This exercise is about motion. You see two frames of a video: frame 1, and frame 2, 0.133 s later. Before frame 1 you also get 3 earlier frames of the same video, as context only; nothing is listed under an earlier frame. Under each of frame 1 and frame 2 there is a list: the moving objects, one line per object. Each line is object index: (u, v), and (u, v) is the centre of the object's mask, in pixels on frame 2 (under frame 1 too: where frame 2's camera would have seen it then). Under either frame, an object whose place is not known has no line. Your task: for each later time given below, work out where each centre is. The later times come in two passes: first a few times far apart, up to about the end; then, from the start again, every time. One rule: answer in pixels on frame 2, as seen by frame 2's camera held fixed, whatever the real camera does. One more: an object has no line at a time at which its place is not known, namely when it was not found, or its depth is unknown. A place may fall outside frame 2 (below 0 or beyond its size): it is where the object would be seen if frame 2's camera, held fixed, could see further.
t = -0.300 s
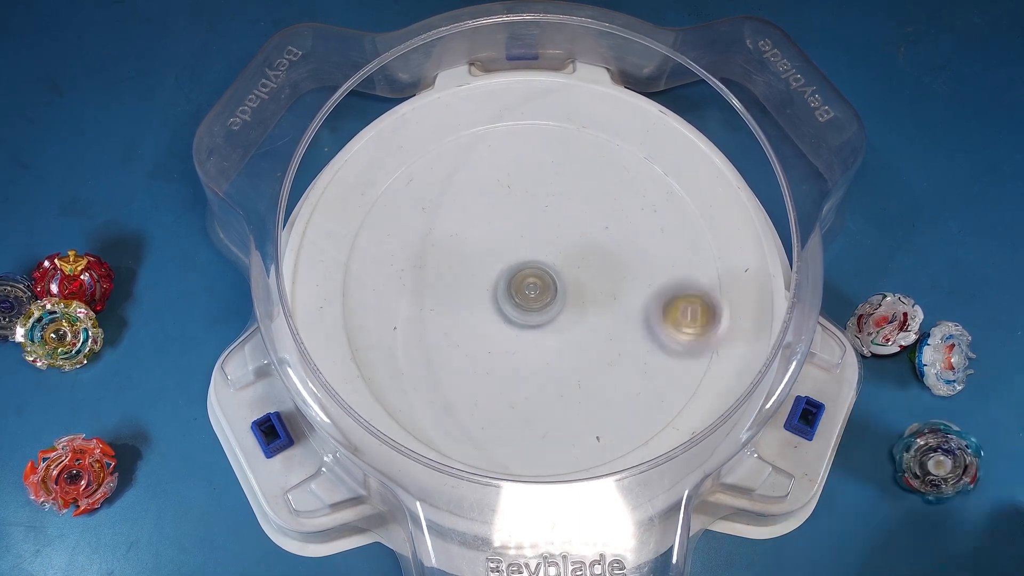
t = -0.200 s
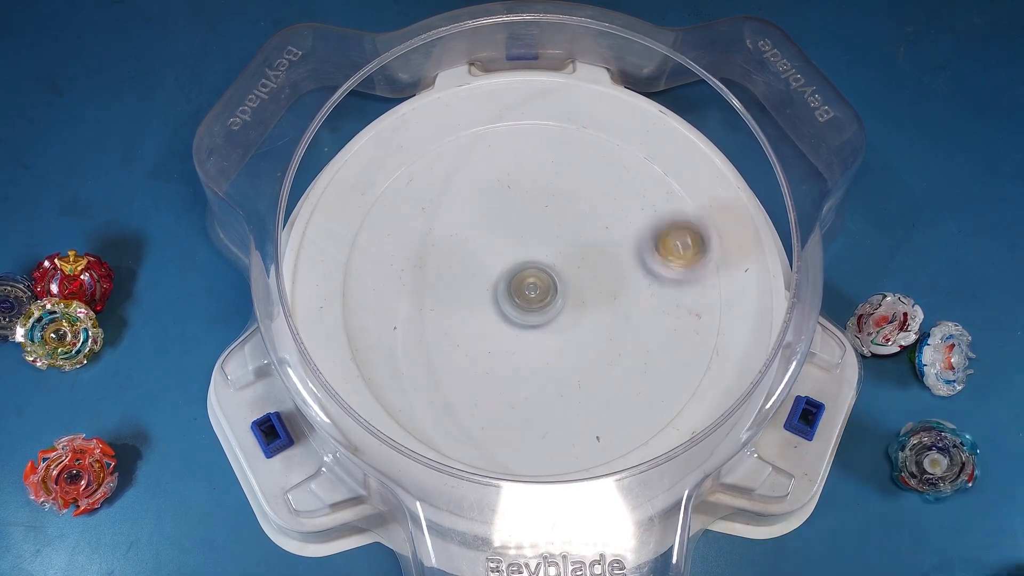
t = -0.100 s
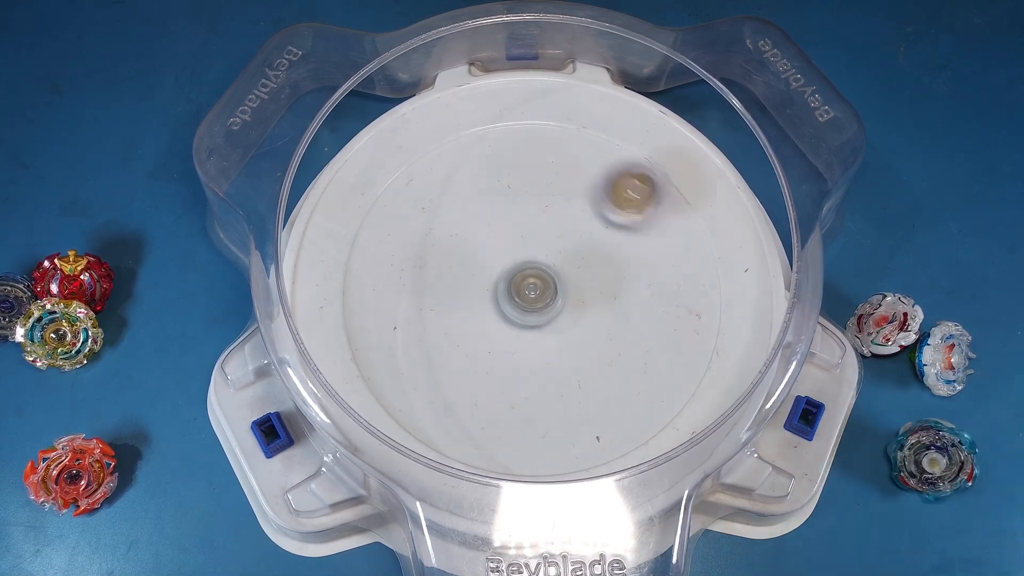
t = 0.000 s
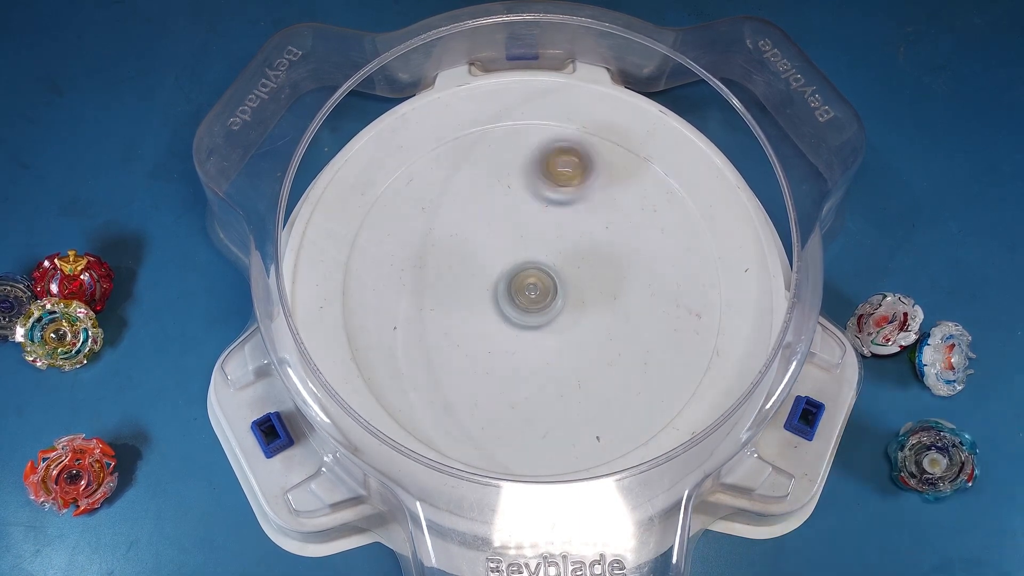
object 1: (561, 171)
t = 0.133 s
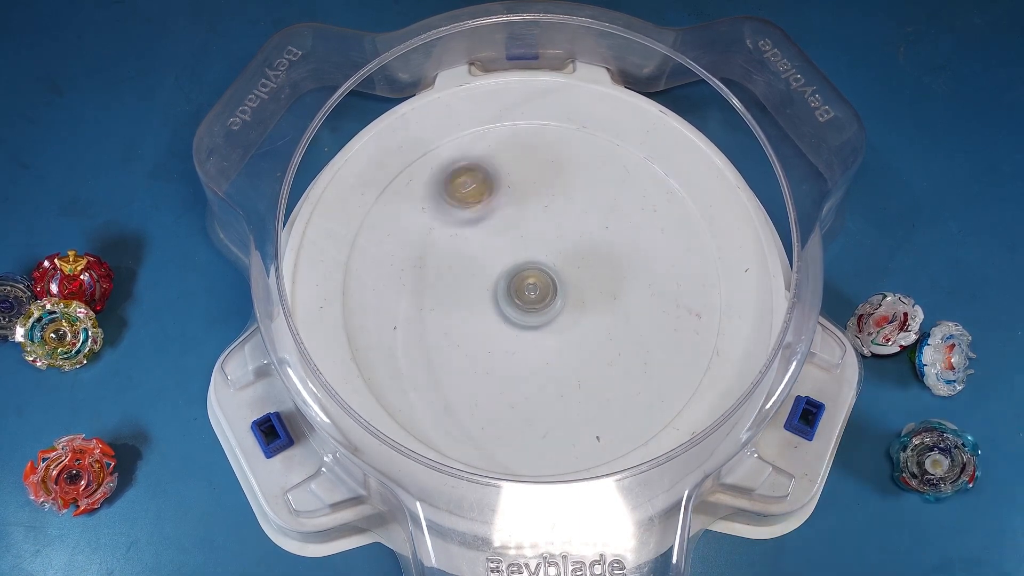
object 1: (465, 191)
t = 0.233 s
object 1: (412, 237)
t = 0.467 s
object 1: (423, 391)
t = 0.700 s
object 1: (594, 411)
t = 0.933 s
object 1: (649, 269)
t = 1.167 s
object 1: (540, 170)
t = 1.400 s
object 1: (397, 239)
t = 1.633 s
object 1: (454, 381)
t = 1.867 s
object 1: (616, 379)
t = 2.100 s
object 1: (661, 249)
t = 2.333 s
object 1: (540, 177)
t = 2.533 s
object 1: (432, 238)
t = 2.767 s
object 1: (438, 374)
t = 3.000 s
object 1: (584, 406)
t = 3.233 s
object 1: (643, 284)
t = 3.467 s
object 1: (546, 189)
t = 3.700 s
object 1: (421, 226)
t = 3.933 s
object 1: (434, 353)
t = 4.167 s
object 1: (578, 382)
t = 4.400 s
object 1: (651, 278)
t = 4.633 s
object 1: (565, 191)
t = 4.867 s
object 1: (447, 238)
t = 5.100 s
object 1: (444, 360)
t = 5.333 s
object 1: (572, 395)
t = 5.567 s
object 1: (630, 290)
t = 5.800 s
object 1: (551, 203)
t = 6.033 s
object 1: (437, 227)
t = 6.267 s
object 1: (442, 342)
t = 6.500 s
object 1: (569, 374)
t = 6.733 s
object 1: (638, 285)
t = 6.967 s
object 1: (548, 204)
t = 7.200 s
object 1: (448, 254)
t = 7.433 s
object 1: (459, 362)
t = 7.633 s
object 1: (557, 385)
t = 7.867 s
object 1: (617, 294)
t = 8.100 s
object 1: (556, 210)
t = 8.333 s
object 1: (454, 227)
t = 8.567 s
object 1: (452, 330)
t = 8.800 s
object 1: (560, 369)
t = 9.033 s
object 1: (627, 295)
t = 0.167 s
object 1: (445, 204)
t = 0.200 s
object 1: (428, 218)
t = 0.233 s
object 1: (412, 237)
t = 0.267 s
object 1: (401, 259)
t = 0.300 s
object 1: (393, 280)
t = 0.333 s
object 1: (389, 304)
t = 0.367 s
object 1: (389, 326)
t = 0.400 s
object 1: (397, 350)
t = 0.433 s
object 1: (409, 371)
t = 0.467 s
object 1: (423, 391)
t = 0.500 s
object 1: (445, 408)
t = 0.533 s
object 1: (467, 420)
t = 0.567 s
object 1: (493, 428)
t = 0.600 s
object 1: (520, 432)
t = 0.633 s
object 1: (547, 430)
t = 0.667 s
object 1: (572, 423)
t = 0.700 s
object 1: (594, 411)
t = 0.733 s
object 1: (614, 396)
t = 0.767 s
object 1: (632, 379)
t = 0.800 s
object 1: (644, 358)
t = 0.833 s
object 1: (651, 337)
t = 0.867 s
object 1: (655, 314)
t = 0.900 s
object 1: (654, 292)
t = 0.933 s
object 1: (649, 269)
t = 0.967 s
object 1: (642, 249)
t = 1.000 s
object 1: (630, 229)
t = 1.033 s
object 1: (615, 213)
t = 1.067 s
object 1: (598, 198)
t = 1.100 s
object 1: (581, 185)
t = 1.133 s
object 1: (561, 176)
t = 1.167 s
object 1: (540, 170)
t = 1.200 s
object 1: (519, 167)
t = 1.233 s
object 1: (475, 171)
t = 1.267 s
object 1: (454, 178)
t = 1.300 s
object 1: (436, 188)
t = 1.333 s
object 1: (419, 203)
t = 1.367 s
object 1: (405, 221)
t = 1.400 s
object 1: (397, 239)
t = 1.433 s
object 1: (390, 262)
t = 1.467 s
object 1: (389, 283)
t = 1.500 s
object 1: (394, 307)
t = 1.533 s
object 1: (403, 329)
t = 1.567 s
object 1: (418, 349)
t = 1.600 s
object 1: (434, 366)
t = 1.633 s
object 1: (454, 381)
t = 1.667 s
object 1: (477, 390)
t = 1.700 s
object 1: (501, 400)
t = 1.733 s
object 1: (526, 403)
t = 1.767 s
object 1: (551, 402)
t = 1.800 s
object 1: (574, 397)
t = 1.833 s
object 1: (596, 390)
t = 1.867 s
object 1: (616, 379)
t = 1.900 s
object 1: (634, 364)
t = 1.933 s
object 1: (648, 347)
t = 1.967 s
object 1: (658, 328)
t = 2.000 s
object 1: (664, 309)
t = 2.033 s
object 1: (668, 289)
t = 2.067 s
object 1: (666, 269)
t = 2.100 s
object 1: (661, 249)
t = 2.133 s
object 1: (652, 229)
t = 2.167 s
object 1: (636, 214)
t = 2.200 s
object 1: (623, 201)
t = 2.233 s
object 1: (603, 190)
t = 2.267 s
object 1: (581, 183)
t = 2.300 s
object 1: (561, 178)
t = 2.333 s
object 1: (540, 177)
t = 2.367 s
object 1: (518, 180)
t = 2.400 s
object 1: (498, 185)
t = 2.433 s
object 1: (477, 195)
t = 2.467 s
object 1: (460, 207)
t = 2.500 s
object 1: (444, 222)
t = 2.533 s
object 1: (432, 238)
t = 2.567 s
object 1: (422, 256)
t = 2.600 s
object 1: (413, 276)
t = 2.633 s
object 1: (409, 297)
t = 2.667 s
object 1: (411, 317)
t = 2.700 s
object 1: (416, 338)
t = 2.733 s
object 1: (425, 357)
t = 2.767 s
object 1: (438, 374)
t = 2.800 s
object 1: (453, 390)
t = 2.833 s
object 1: (472, 404)
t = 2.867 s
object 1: (494, 412)
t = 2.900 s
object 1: (516, 417)
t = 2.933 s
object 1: (539, 418)
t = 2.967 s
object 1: (561, 414)
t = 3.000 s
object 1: (584, 406)
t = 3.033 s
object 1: (602, 394)
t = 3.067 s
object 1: (619, 379)
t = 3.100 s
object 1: (630, 362)
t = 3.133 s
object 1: (639, 344)
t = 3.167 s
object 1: (645, 324)
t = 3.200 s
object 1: (645, 304)
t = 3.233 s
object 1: (643, 284)
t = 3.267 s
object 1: (636, 264)
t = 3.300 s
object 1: (626, 248)
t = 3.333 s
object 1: (614, 232)
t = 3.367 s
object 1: (598, 217)
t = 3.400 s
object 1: (586, 204)
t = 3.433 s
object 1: (565, 196)
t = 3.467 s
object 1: (546, 189)
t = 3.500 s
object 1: (527, 185)
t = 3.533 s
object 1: (508, 184)
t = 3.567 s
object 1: (488, 186)
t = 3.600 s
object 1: (468, 191)
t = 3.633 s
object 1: (451, 200)
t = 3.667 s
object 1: (436, 211)
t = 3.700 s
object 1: (421, 226)
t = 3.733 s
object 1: (412, 240)
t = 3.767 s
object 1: (405, 258)
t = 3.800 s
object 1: (402, 278)
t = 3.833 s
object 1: (403, 299)
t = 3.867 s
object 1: (410, 318)
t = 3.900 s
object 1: (421, 337)
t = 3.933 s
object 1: (434, 353)
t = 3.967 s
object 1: (449, 365)
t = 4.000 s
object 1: (470, 377)
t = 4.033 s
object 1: (491, 385)
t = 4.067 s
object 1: (514, 389)
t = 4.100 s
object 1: (535, 390)
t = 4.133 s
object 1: (557, 387)
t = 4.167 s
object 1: (578, 382)
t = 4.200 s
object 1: (597, 373)
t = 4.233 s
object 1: (613, 361)
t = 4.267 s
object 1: (626, 346)
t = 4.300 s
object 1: (638, 331)
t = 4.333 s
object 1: (645, 313)
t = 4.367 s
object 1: (650, 296)
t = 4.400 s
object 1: (651, 278)
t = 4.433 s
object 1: (647, 259)
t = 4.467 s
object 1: (641, 242)
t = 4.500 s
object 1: (630, 226)
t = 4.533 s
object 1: (618, 214)
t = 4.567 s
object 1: (600, 203)
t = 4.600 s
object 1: (583, 195)
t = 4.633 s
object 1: (565, 191)
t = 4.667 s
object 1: (547, 188)
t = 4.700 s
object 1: (528, 190)
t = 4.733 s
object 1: (507, 194)
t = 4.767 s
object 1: (489, 202)
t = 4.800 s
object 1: (473, 211)
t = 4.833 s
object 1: (457, 224)
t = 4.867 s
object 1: (447, 238)
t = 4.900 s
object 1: (437, 254)
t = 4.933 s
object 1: (431, 271)
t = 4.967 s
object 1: (427, 289)
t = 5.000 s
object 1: (427, 307)
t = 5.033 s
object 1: (429, 327)
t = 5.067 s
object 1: (435, 345)
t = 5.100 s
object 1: (444, 360)
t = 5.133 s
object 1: (459, 375)
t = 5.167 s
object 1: (474, 387)
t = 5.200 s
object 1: (494, 396)
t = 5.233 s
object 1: (513, 401)
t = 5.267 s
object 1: (534, 403)
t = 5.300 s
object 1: (553, 401)
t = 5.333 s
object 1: (572, 395)
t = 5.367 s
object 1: (590, 386)
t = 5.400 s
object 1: (606, 373)
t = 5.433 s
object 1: (617, 359)
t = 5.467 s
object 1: (625, 344)
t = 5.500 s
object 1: (630, 325)
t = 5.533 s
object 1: (631, 307)
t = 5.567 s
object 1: (630, 290)
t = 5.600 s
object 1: (626, 273)
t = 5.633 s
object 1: (619, 257)
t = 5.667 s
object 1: (609, 243)
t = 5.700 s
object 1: (597, 230)
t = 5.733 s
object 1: (583, 219)
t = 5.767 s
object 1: (567, 210)
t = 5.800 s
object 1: (551, 203)
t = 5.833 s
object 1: (534, 198)
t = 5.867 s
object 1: (515, 195)
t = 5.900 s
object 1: (499, 196)
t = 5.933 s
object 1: (482, 199)
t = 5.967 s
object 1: (465, 206)
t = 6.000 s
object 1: (450, 216)
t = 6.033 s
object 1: (437, 227)
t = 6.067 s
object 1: (427, 242)
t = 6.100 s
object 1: (421, 257)
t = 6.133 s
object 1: (418, 275)
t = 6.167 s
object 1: (419, 292)
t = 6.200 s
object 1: (423, 310)
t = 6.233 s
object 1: (431, 326)
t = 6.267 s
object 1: (442, 342)
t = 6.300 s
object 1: (456, 355)
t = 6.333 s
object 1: (472, 364)
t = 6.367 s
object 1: (490, 373)
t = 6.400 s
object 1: (511, 377)
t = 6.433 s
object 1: (530, 379)
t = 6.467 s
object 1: (549, 378)
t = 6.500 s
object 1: (569, 374)
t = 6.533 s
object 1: (585, 367)
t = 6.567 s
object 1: (600, 358)
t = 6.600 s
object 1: (613, 347)
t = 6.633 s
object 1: (624, 332)
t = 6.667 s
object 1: (633, 316)
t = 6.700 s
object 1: (637, 301)
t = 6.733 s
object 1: (638, 285)
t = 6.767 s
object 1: (637, 268)
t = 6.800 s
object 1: (624, 239)
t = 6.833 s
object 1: (613, 228)
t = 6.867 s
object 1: (598, 217)
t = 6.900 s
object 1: (582, 210)
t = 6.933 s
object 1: (568, 205)
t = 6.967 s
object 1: (548, 204)
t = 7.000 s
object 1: (531, 204)
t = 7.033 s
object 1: (516, 207)
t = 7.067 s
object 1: (500, 211)
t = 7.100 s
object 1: (483, 219)
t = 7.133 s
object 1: (469, 230)
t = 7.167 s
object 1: (458, 242)
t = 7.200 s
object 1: (448, 254)
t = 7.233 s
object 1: (441, 269)
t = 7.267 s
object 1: (436, 284)
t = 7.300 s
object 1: (435, 300)
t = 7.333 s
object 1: (436, 317)
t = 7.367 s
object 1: (440, 333)
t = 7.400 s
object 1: (445, 347)
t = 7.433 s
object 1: (459, 362)
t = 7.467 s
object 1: (472, 373)
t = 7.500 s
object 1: (488, 382)
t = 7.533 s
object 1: (505, 389)
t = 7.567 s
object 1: (523, 391)
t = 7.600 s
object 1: (540, 389)
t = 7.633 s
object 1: (557, 385)
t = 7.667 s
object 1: (574, 378)
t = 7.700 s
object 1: (588, 367)
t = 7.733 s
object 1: (600, 356)
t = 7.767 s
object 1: (609, 341)
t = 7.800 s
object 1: (615, 325)
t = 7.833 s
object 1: (618, 310)
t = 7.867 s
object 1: (617, 294)
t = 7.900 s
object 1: (615, 278)
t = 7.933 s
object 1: (609, 263)
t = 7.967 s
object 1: (603, 250)
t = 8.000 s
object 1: (595, 237)
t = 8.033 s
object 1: (582, 226)
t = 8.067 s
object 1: (570, 217)
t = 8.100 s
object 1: (556, 210)
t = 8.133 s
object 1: (541, 206)
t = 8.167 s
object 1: (525, 203)
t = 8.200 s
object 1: (509, 203)
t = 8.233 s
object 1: (495, 205)
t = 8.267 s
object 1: (479, 210)
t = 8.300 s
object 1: (464, 218)
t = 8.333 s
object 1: (454, 227)
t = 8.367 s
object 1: (446, 240)
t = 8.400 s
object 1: (439, 254)
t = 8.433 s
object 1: (436, 270)
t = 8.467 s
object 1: (435, 285)
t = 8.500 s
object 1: (438, 301)
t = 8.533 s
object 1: (444, 317)
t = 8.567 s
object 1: (452, 330)
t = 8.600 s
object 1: (464, 342)
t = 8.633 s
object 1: (477, 353)
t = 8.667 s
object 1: (492, 361)
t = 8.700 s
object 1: (508, 367)
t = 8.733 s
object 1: (526, 371)
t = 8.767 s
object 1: (543, 372)
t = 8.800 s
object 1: (560, 369)
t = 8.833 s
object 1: (576, 365)
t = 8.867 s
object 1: (591, 359)
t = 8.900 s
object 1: (604, 349)
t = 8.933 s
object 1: (614, 337)
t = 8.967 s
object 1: (621, 323)
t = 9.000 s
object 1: (626, 309)
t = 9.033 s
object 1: (627, 295)
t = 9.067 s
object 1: (627, 281)
